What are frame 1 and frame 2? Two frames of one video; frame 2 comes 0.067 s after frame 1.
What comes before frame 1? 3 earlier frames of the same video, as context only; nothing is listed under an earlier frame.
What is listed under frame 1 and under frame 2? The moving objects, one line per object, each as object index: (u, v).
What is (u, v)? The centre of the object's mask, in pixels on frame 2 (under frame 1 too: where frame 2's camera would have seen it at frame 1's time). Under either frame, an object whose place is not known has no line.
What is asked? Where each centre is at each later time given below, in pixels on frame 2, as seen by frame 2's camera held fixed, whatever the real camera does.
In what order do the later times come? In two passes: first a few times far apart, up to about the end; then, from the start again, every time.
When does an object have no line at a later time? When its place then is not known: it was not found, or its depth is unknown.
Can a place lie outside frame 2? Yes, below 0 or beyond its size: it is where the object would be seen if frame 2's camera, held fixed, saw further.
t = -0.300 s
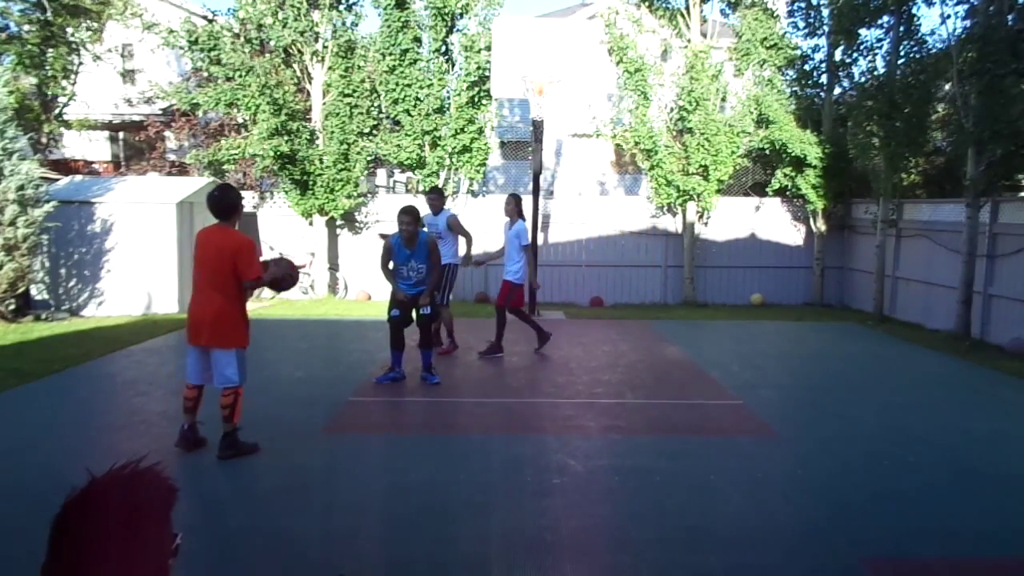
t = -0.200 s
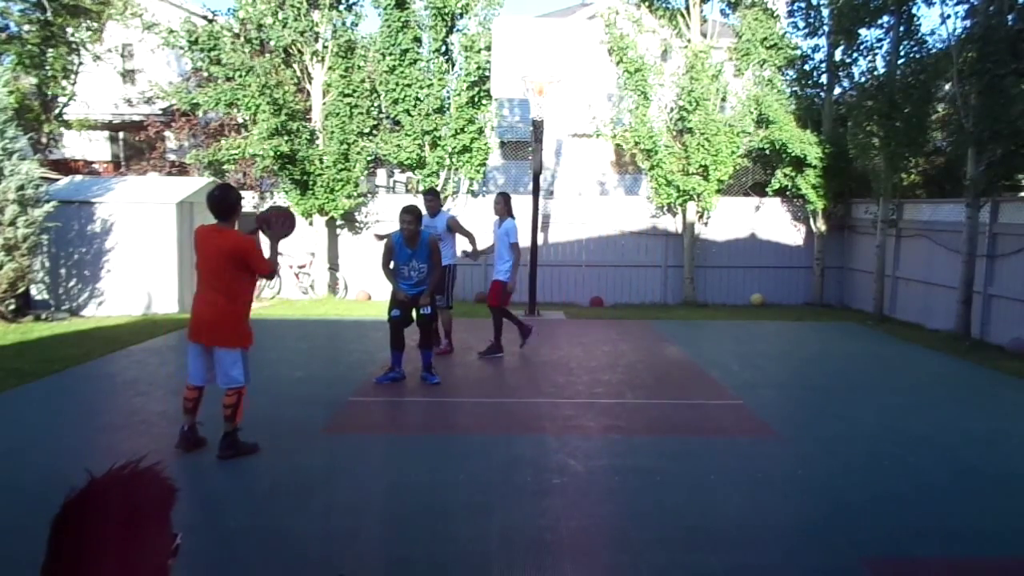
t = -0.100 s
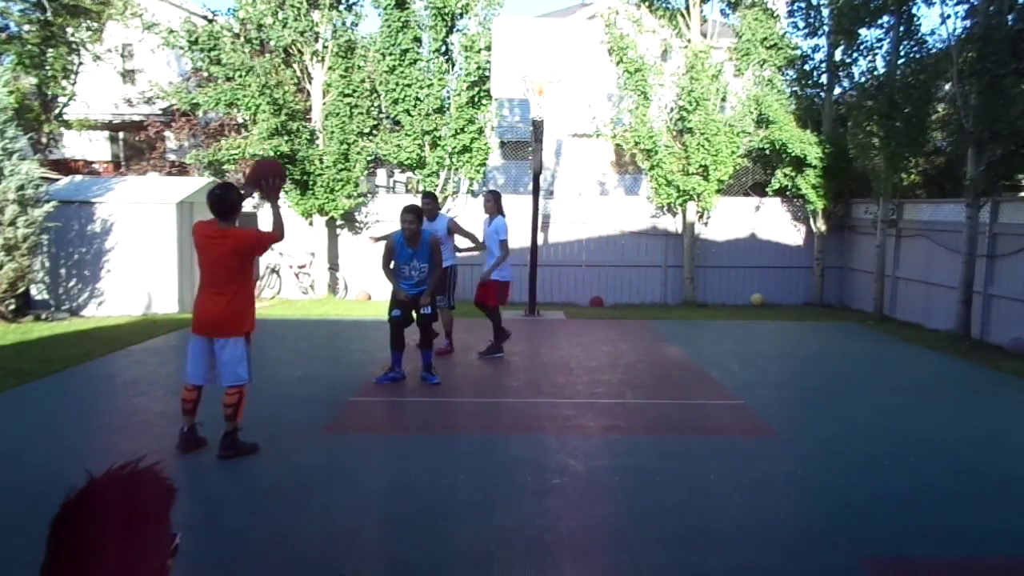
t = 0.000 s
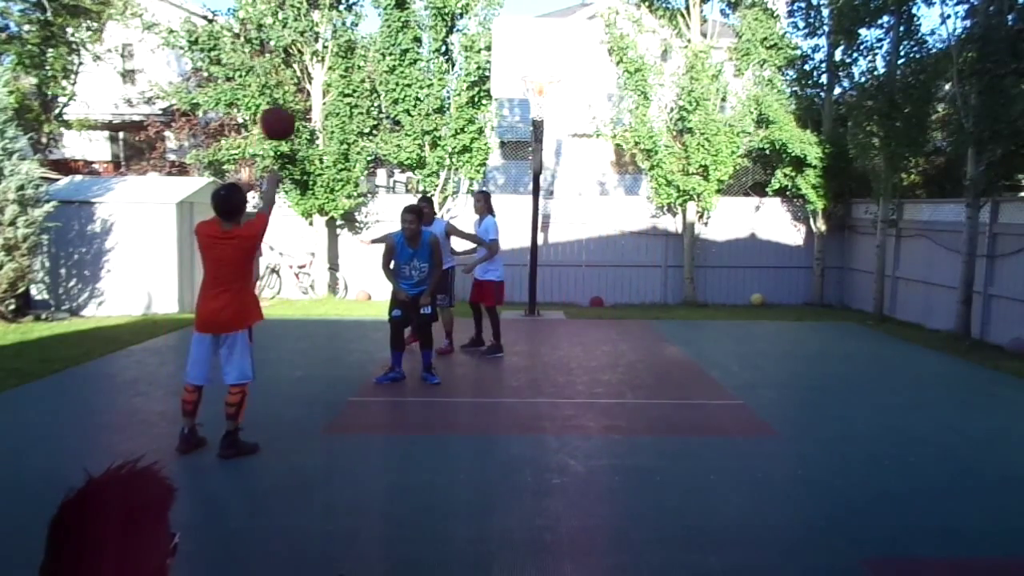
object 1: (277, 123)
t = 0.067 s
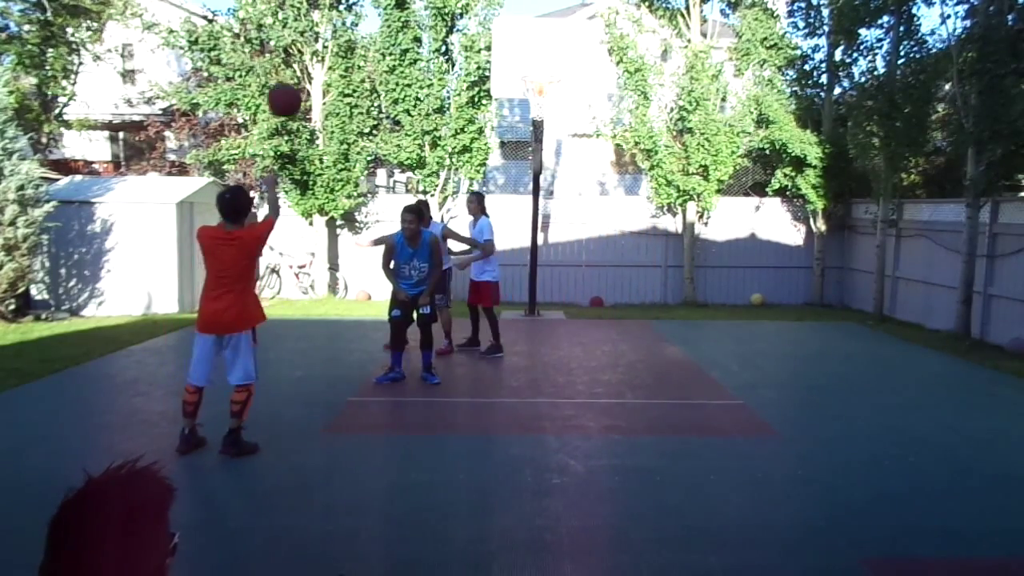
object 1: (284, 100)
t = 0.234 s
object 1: (299, 74)
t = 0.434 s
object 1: (314, 91)
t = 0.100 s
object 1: (287, 91)
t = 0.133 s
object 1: (290, 85)
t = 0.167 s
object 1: (294, 79)
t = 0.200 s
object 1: (296, 76)
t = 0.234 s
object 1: (299, 74)
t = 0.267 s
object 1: (302, 74)
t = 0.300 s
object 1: (304, 75)
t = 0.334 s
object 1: (307, 77)
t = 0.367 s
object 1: (309, 80)
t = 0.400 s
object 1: (312, 85)
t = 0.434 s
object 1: (314, 91)
